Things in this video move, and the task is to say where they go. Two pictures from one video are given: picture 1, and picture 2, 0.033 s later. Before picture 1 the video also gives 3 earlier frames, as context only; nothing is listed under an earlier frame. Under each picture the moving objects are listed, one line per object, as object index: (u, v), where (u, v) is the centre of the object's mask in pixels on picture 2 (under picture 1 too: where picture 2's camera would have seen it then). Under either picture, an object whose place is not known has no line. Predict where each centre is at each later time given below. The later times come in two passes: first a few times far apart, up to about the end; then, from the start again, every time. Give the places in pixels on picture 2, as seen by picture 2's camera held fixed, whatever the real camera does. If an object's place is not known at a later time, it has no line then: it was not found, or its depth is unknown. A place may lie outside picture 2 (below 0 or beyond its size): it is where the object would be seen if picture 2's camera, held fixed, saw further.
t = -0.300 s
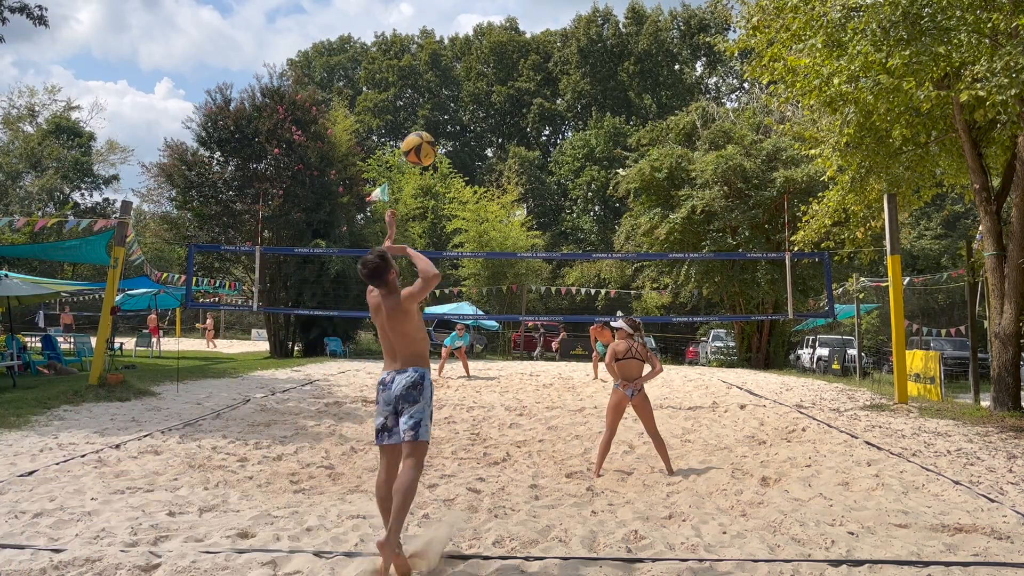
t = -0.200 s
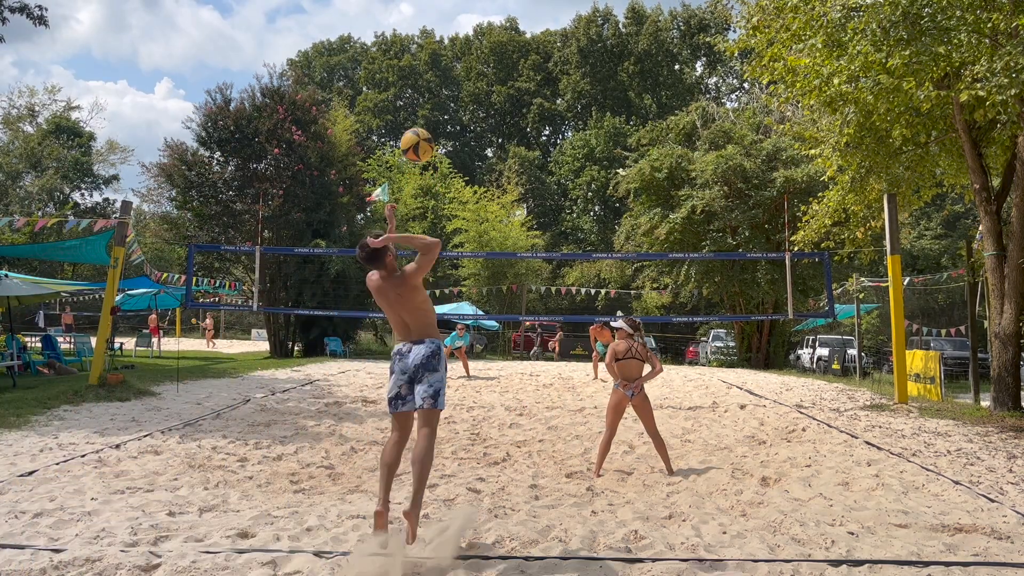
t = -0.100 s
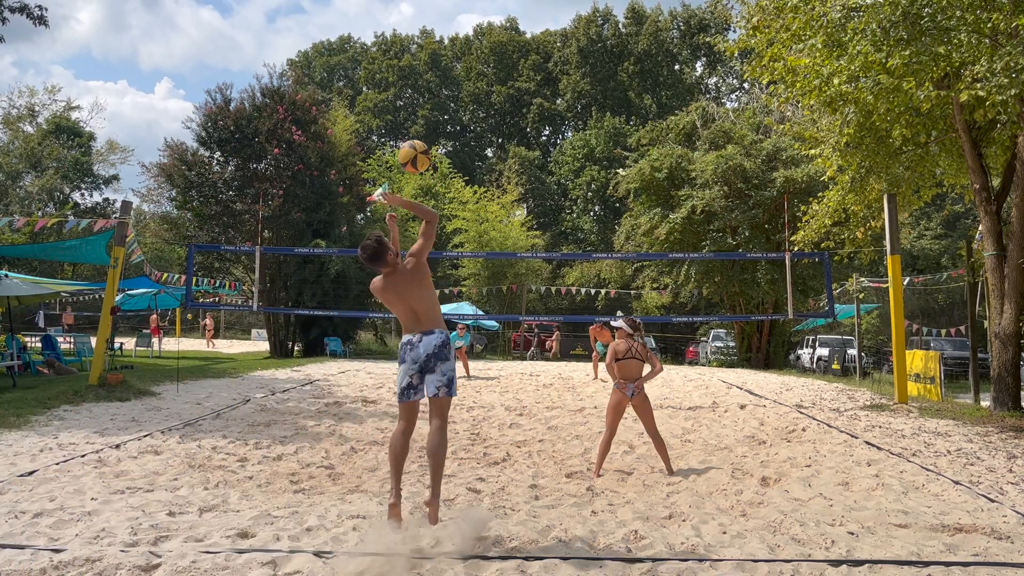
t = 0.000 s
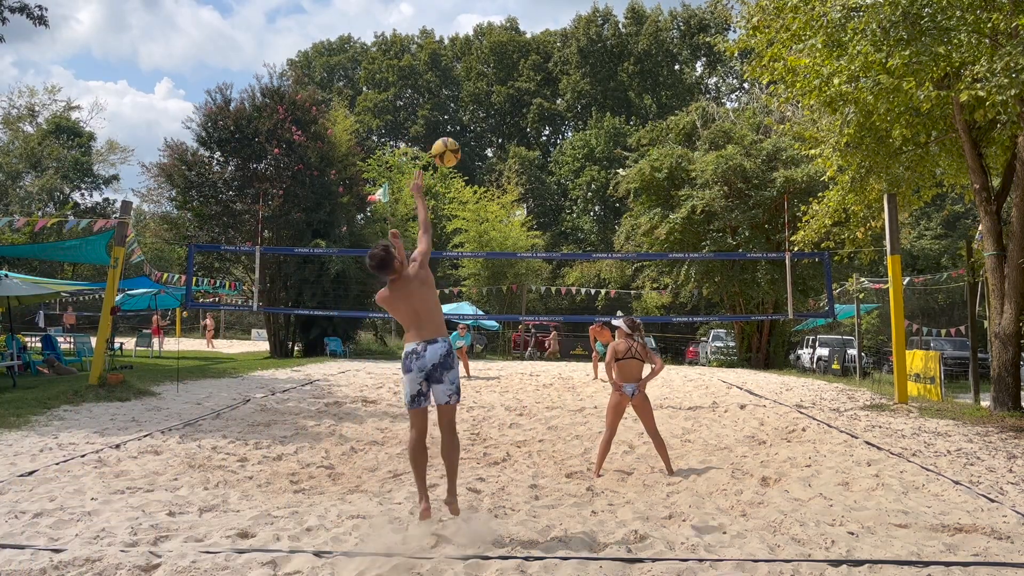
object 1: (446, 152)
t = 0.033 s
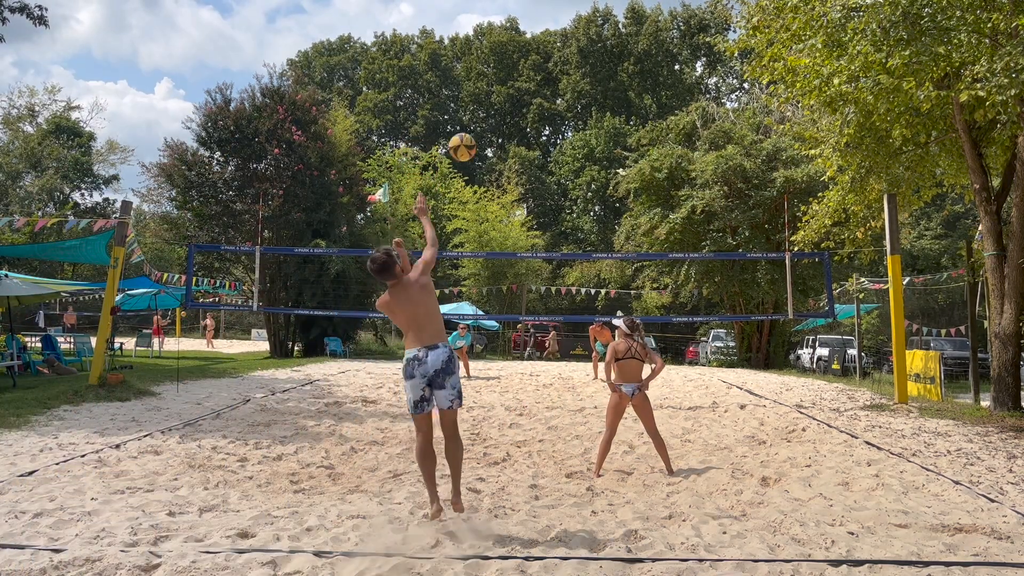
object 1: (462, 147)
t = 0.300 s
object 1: (545, 158)
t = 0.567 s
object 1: (585, 211)
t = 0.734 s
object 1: (602, 250)
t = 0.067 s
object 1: (476, 144)
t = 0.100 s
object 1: (489, 142)
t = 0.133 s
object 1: (500, 142)
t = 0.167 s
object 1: (511, 143)
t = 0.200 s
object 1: (520, 145)
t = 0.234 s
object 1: (529, 149)
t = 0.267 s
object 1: (537, 153)
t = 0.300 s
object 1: (545, 158)
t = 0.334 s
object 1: (551, 163)
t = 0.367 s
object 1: (557, 169)
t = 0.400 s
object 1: (563, 174)
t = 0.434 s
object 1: (568, 181)
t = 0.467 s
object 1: (572, 188)
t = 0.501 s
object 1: (577, 196)
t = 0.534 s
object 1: (581, 204)
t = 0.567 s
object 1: (585, 211)
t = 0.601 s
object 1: (588, 219)
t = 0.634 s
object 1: (592, 227)
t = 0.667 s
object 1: (595, 236)
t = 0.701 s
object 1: (599, 244)
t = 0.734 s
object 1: (602, 250)
